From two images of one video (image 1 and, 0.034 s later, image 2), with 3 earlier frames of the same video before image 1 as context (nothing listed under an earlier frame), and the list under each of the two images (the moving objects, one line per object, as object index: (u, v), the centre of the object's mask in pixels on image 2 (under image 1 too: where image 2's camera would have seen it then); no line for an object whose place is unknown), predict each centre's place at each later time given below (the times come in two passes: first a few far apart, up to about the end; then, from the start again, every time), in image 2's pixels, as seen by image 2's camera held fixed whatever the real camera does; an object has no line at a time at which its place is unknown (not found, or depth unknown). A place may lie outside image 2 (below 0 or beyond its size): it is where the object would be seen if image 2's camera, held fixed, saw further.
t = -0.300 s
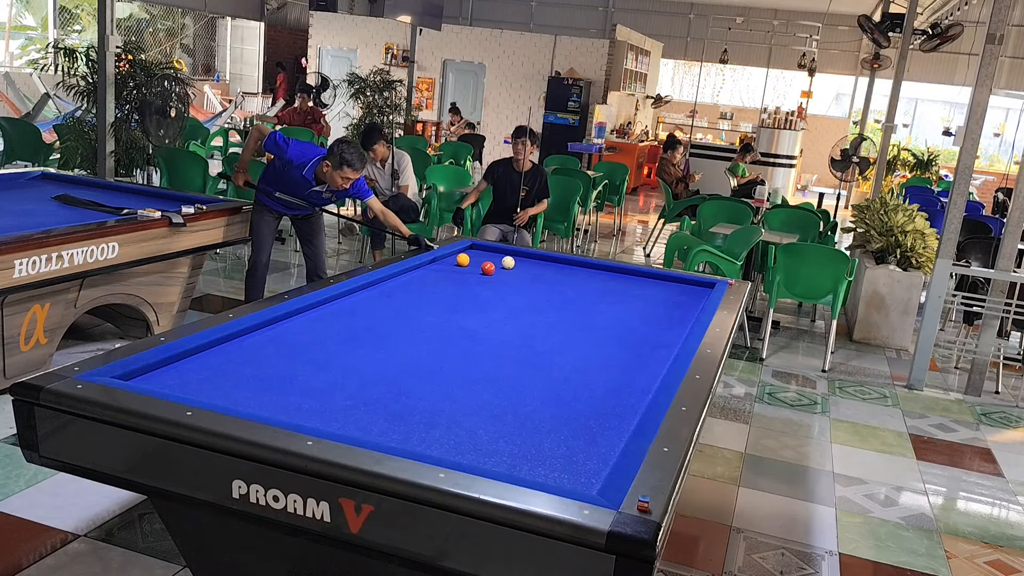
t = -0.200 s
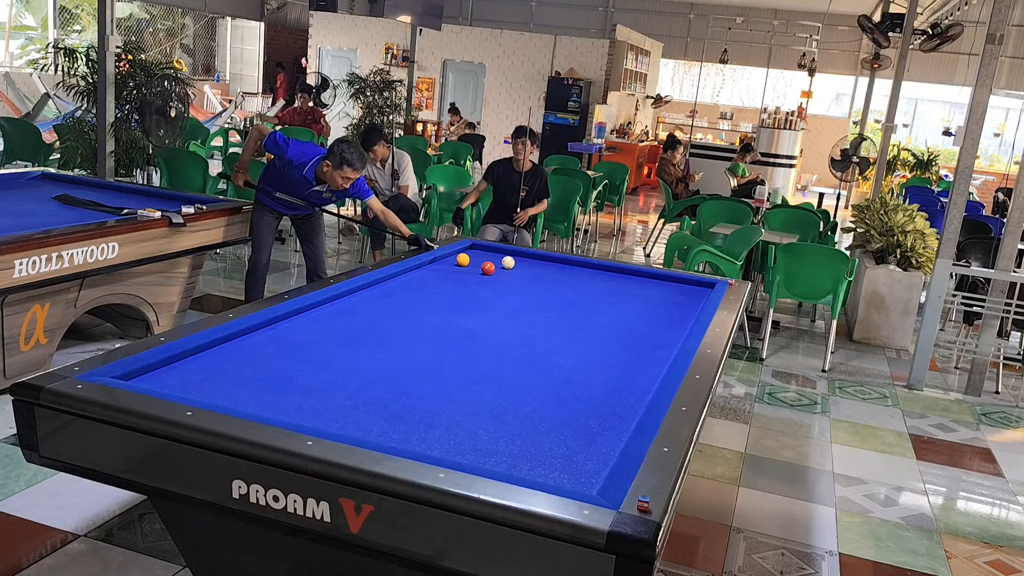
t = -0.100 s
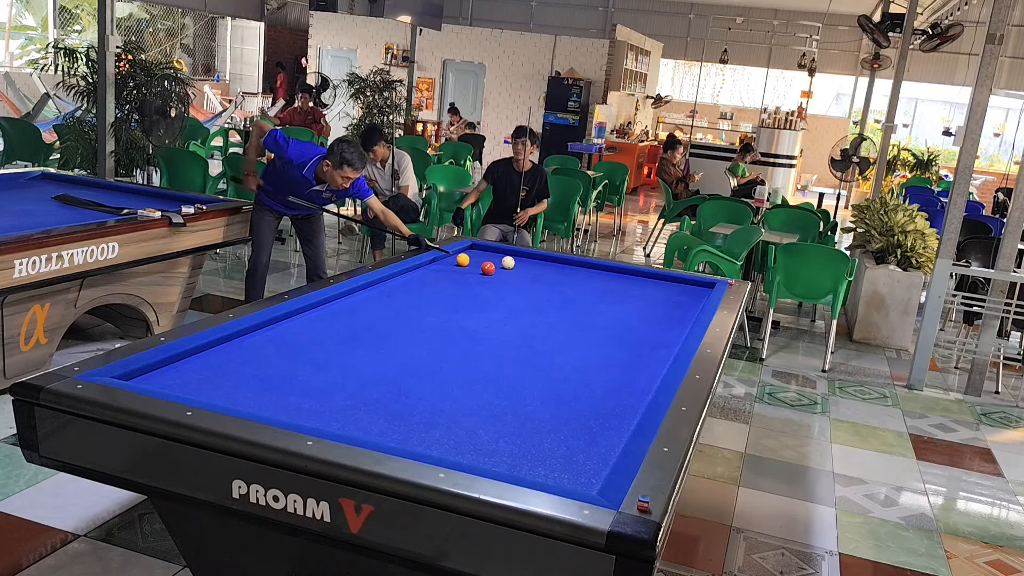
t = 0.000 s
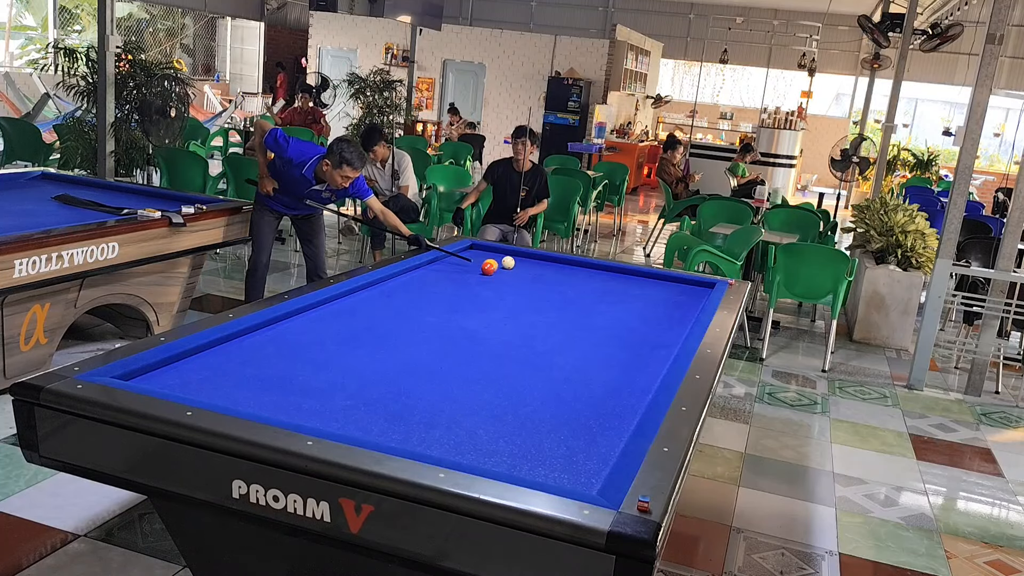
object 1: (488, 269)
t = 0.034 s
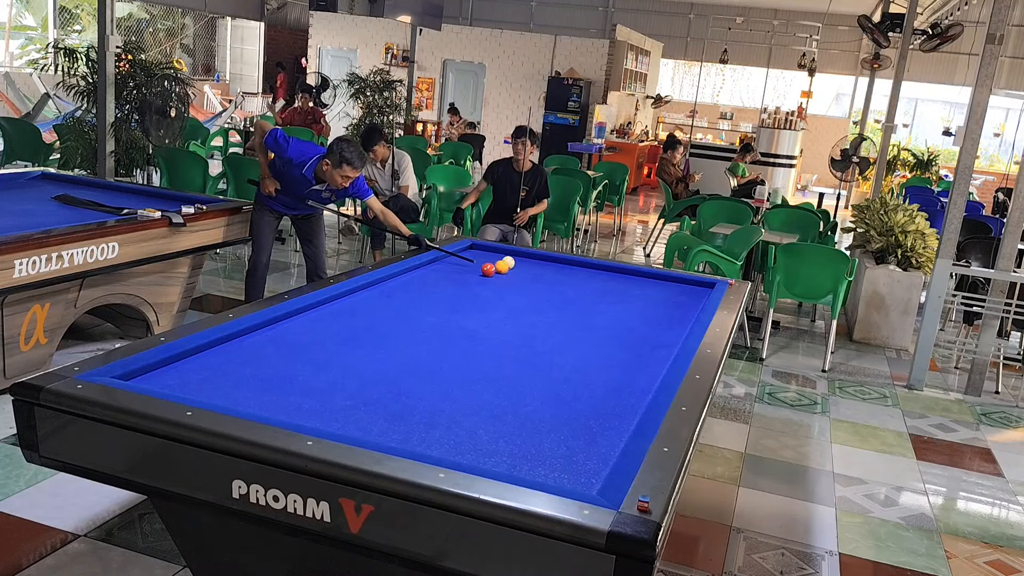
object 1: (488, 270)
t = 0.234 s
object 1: (489, 276)
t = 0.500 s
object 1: (491, 284)
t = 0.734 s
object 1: (492, 292)
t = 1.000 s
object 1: (494, 301)
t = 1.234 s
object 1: (496, 309)
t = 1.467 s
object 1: (498, 318)
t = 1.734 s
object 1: (500, 329)
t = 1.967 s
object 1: (502, 339)
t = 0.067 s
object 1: (488, 271)
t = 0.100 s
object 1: (488, 272)
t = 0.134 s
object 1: (489, 273)
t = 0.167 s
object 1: (489, 274)
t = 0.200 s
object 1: (489, 275)
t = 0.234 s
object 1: (489, 276)
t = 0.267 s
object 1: (489, 277)
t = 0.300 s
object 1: (490, 278)
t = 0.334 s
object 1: (490, 279)
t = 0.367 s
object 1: (490, 280)
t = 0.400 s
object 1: (490, 281)
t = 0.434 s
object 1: (491, 282)
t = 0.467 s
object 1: (491, 283)
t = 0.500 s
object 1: (491, 284)
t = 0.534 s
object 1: (491, 285)
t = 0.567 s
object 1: (491, 286)
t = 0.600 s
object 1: (492, 287)
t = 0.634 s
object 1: (492, 289)
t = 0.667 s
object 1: (492, 290)
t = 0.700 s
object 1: (492, 291)
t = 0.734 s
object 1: (492, 292)
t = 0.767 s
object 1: (493, 293)
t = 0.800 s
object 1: (493, 294)
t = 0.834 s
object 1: (493, 295)
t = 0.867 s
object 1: (493, 296)
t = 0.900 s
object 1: (494, 298)
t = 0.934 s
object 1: (494, 299)
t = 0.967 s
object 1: (494, 300)
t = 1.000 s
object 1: (494, 301)
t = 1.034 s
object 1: (495, 302)
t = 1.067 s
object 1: (495, 303)
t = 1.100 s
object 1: (495, 305)
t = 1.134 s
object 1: (495, 306)
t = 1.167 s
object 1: (495, 307)
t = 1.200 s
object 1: (496, 308)
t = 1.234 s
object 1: (496, 309)
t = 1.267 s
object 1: (496, 311)
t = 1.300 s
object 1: (496, 312)
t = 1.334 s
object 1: (497, 313)
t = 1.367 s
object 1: (497, 314)
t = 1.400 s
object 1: (497, 316)
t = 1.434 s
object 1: (497, 317)
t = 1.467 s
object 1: (498, 318)
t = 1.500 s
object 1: (498, 320)
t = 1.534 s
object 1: (498, 321)
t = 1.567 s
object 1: (498, 322)
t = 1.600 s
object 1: (499, 324)
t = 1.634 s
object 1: (499, 325)
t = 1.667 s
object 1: (499, 326)
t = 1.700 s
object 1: (500, 328)
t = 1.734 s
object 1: (500, 329)
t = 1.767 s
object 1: (500, 330)
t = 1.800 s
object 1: (500, 332)
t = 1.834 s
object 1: (501, 333)
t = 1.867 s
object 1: (501, 335)
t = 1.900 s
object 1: (501, 336)
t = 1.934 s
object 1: (502, 338)
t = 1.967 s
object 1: (502, 339)
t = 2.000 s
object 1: (502, 341)
